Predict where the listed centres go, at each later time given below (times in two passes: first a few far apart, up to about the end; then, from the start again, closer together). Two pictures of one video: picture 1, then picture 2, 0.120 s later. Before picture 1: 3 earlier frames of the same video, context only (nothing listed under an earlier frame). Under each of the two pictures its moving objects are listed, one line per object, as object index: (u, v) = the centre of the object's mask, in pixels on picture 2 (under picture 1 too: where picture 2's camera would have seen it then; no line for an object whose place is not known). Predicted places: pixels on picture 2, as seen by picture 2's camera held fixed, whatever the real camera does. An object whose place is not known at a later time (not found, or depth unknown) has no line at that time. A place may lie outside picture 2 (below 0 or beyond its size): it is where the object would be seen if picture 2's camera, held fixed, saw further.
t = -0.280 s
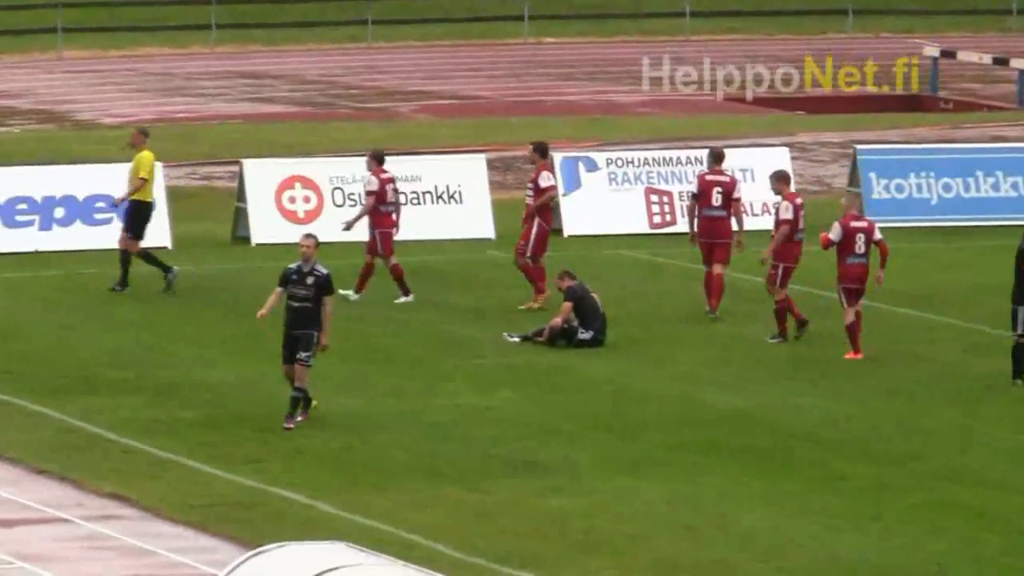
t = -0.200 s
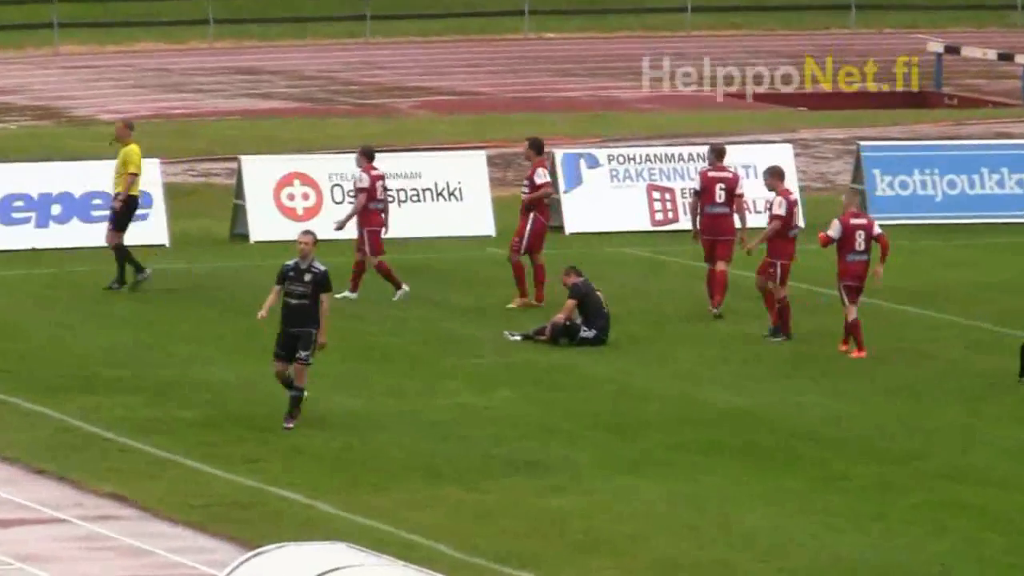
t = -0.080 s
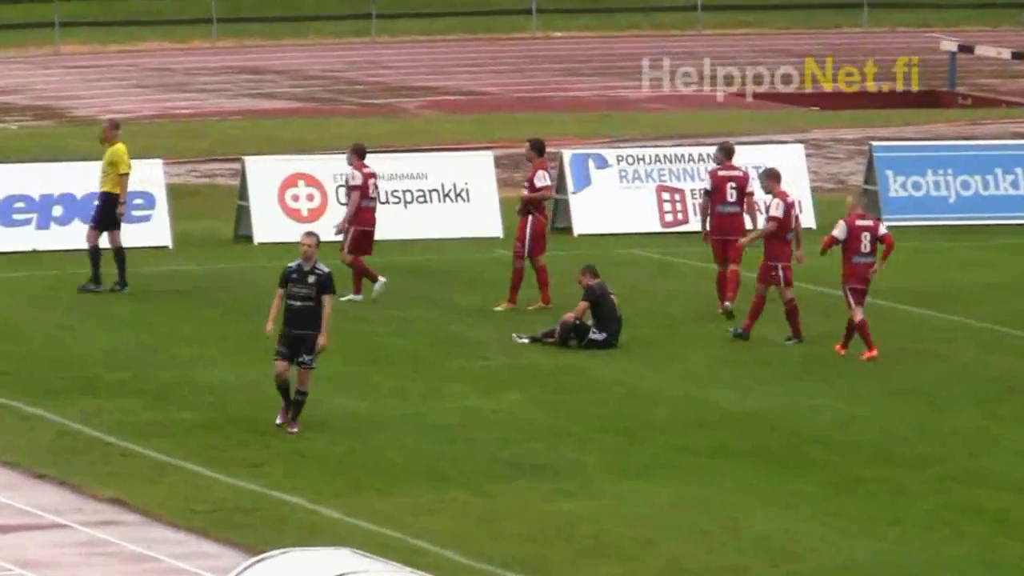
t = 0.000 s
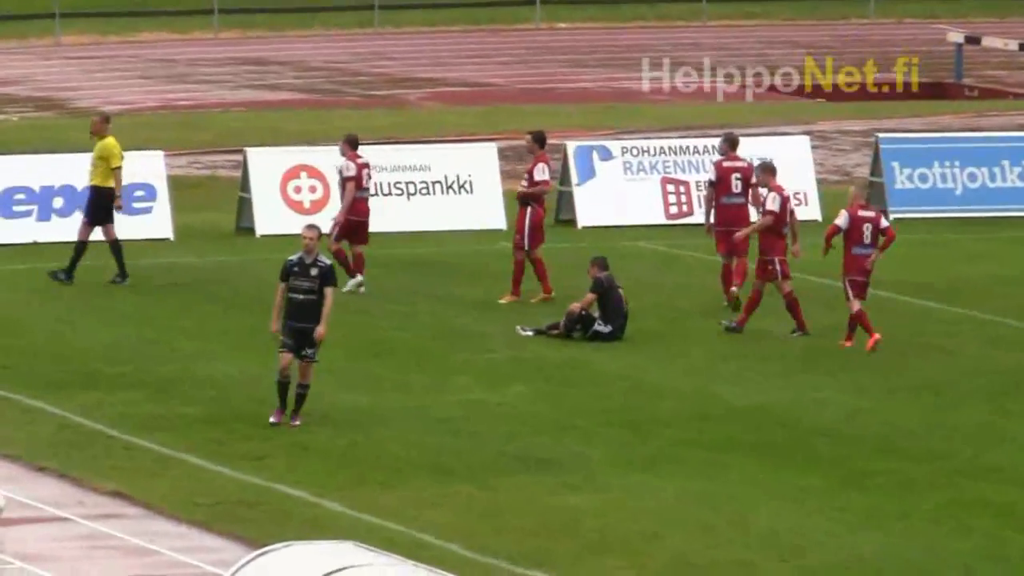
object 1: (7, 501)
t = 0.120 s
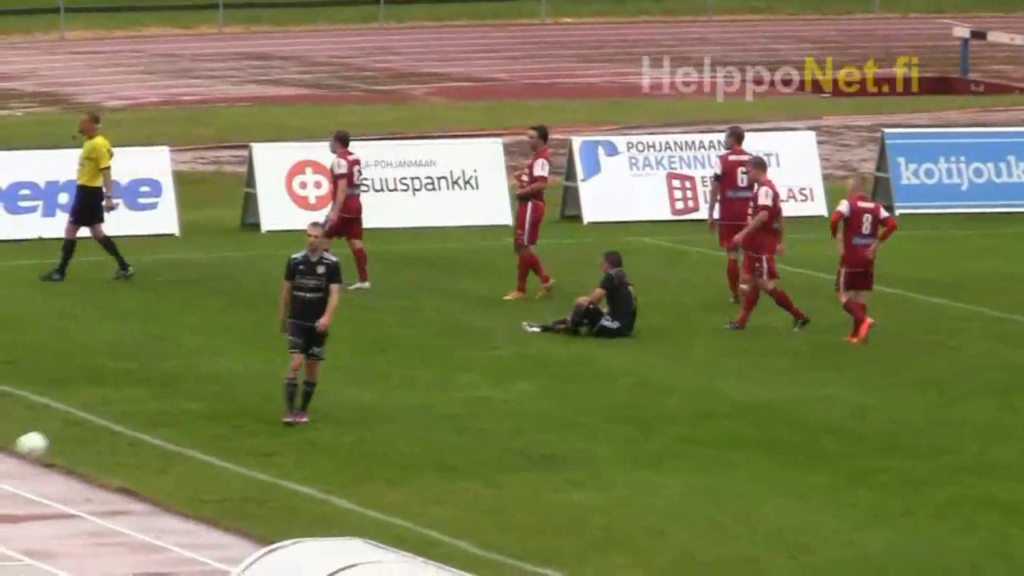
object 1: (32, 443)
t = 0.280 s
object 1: (71, 401)
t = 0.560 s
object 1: (144, 397)
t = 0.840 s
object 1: (211, 460)
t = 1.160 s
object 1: (282, 411)
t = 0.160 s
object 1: (40, 429)
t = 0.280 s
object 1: (71, 401)
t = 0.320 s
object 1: (80, 394)
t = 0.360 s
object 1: (92, 389)
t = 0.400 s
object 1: (103, 386)
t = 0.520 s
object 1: (134, 391)
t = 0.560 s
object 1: (144, 397)
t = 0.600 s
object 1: (154, 404)
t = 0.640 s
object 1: (164, 413)
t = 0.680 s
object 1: (174, 424)
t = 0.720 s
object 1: (182, 438)
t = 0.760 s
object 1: (192, 453)
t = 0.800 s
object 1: (202, 470)
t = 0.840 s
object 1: (211, 460)
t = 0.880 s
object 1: (221, 447)
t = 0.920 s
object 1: (230, 437)
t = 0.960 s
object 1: (238, 427)
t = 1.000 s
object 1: (248, 421)
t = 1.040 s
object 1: (256, 416)
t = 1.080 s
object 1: (265, 412)
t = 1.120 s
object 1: (274, 412)
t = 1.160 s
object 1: (282, 411)
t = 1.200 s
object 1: (292, 415)
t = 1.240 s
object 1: (300, 418)
